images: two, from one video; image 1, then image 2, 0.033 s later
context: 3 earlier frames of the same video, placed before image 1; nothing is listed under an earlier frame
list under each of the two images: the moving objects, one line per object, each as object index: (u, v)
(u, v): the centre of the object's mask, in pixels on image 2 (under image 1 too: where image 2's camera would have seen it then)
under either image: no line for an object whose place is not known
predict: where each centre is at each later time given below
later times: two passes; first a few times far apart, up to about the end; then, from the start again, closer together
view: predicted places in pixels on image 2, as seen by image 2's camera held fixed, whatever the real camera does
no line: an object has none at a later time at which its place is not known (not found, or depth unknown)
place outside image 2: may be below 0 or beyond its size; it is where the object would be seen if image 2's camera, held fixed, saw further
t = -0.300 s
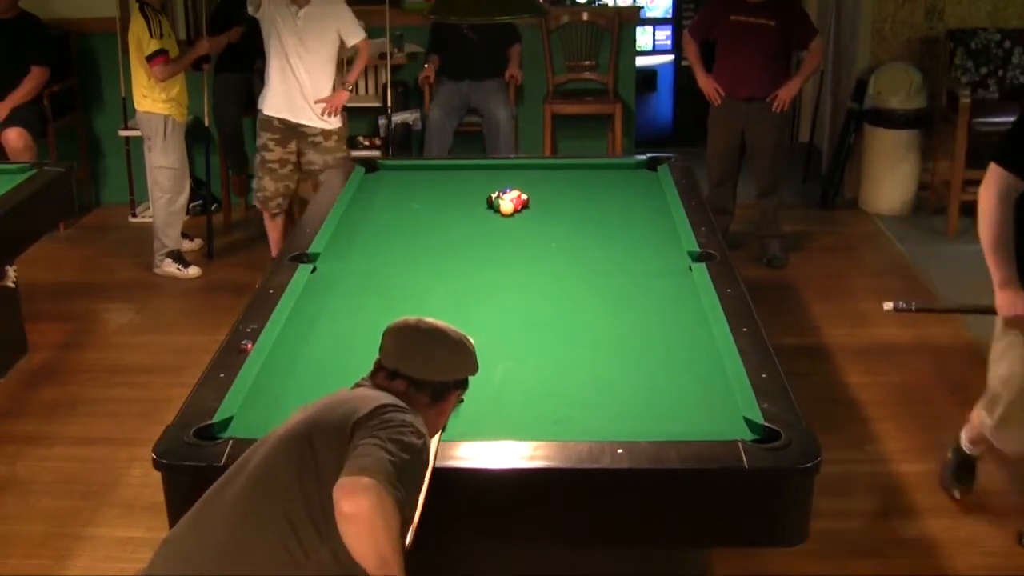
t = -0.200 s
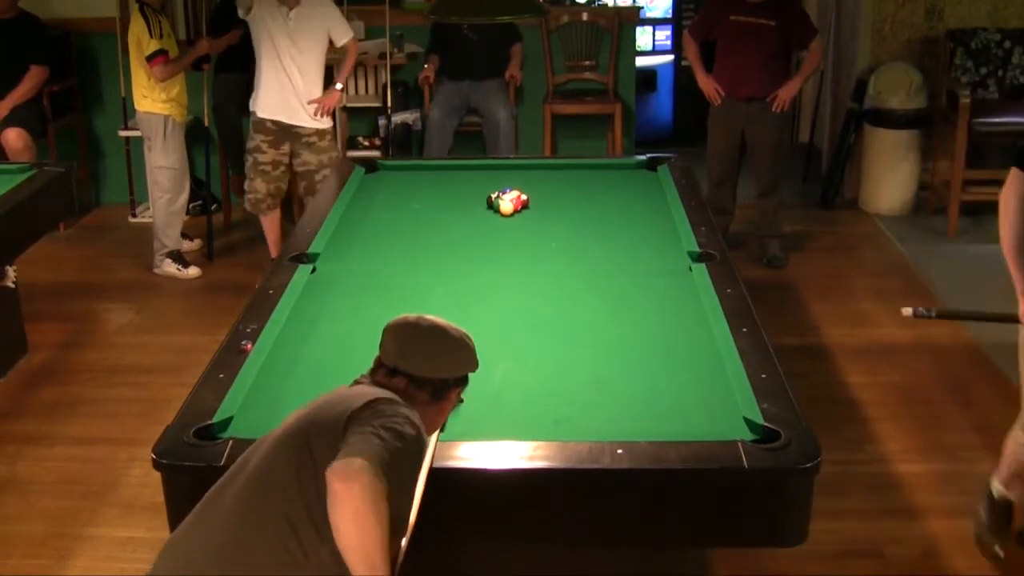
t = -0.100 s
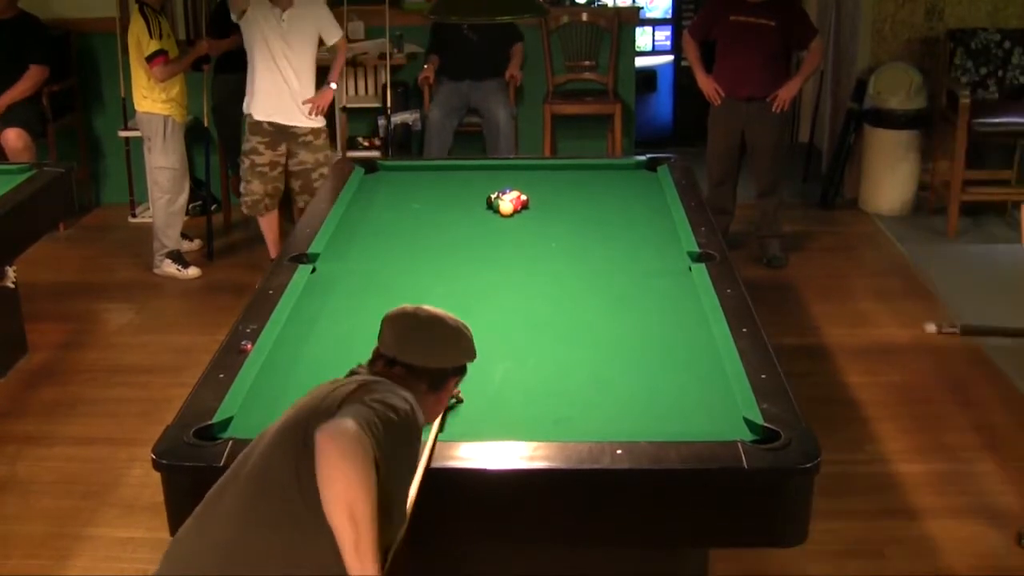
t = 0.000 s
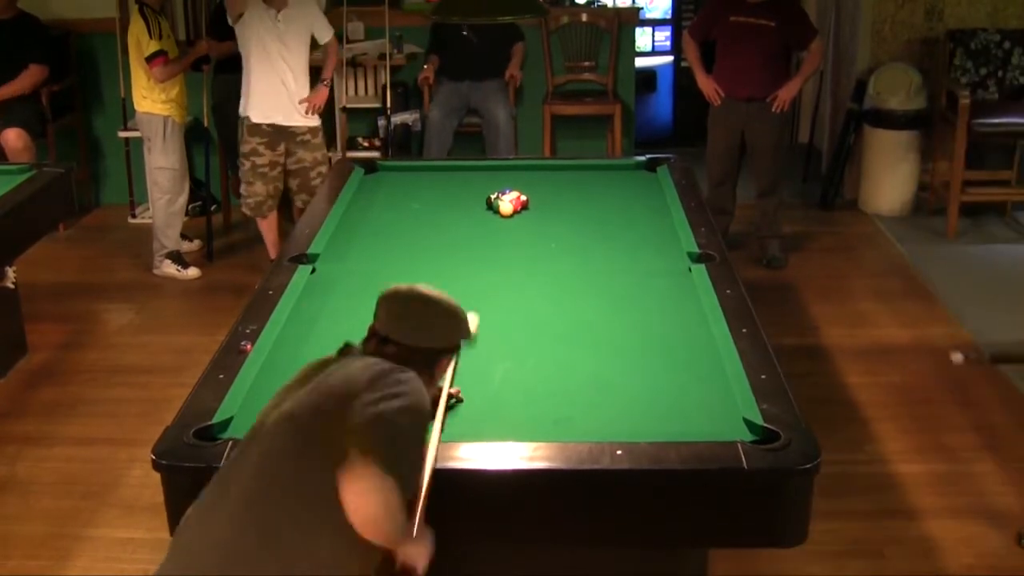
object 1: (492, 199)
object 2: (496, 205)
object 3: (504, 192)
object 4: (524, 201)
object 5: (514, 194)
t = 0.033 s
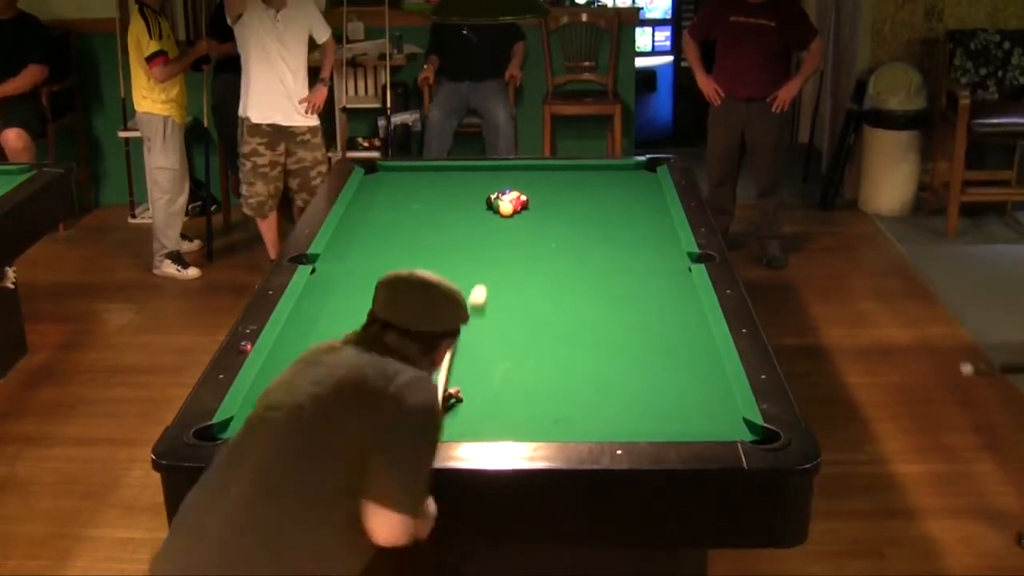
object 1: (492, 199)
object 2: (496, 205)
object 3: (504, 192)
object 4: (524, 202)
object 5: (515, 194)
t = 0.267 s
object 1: (476, 192)
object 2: (495, 207)
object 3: (521, 181)
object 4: (595, 186)
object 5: (515, 190)
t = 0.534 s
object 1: (429, 178)
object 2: (486, 209)
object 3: (535, 175)
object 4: (584, 169)
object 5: (515, 174)
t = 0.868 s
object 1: (371, 171)
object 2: (476, 211)
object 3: (539, 192)
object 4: (495, 180)
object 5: (514, 174)
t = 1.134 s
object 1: (391, 169)
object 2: (470, 213)
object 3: (543, 206)
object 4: (426, 189)
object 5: (527, 184)
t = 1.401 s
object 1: (404, 168)
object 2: (464, 214)
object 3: (546, 220)
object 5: (550, 196)
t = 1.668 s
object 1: (415, 170)
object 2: (458, 215)
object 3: (549, 236)
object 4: (389, 210)
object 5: (573, 209)
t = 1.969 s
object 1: (427, 171)
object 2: (454, 216)
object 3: (554, 254)
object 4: (423, 224)
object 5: (600, 224)
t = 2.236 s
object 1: (437, 171)
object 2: (451, 217)
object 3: (558, 270)
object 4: (455, 237)
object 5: (625, 239)
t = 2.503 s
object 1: (444, 172)
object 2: (449, 217)
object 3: (562, 288)
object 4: (488, 250)
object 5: (651, 253)
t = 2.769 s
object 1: (451, 173)
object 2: (450, 217)
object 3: (566, 306)
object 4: (522, 264)
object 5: (659, 266)
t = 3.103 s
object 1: (459, 173)
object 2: (450, 216)
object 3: (572, 330)
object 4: (566, 283)
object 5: (655, 280)
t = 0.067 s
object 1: (492, 199)
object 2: (496, 205)
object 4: (524, 201)
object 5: (515, 194)
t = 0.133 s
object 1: (491, 199)
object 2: (496, 205)
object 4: (524, 201)
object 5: (514, 194)
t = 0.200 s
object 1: (491, 196)
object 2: (495, 202)
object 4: (548, 196)
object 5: (515, 194)
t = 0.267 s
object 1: (476, 192)
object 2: (495, 207)
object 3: (521, 181)
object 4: (595, 186)
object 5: (515, 190)
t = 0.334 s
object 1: (463, 189)
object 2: (492, 207)
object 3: (528, 175)
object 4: (636, 176)
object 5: (515, 186)
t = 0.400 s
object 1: (452, 185)
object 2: (490, 208)
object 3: (533, 169)
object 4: (635, 171)
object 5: (515, 182)
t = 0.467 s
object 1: (440, 183)
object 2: (488, 208)
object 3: (536, 171)
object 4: (606, 167)
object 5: (515, 178)
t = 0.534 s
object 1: (429, 178)
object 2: (486, 209)
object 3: (535, 175)
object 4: (584, 169)
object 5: (515, 174)
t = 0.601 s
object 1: (417, 175)
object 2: (484, 210)
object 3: (536, 178)
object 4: (565, 172)
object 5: (515, 170)
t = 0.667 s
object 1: (407, 172)
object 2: (482, 210)
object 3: (537, 181)
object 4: (547, 173)
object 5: (515, 167)
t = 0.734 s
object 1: (396, 170)
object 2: (480, 210)
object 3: (538, 185)
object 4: (530, 175)
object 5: (515, 169)
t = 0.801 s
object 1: (384, 168)
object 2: (478, 211)
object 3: (539, 189)
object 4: (513, 179)
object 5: (515, 170)
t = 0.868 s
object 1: (371, 171)
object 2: (476, 211)
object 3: (539, 192)
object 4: (495, 180)
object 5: (514, 174)
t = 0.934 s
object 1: (372, 170)
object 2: (474, 211)
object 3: (540, 195)
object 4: (478, 182)
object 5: (514, 175)
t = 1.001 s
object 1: (381, 169)
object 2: (473, 212)
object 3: (541, 199)
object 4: (461, 185)
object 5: (516, 178)
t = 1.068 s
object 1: (388, 169)
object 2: (471, 213)
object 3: (542, 202)
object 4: (444, 187)
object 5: (522, 180)
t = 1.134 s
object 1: (391, 169)
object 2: (470, 213)
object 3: (543, 206)
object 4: (426, 189)
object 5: (527, 184)
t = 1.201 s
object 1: (394, 168)
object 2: (468, 213)
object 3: (543, 210)
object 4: (409, 191)
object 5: (533, 187)
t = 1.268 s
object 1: (397, 168)
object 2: (466, 213)
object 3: (544, 213)
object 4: (391, 193)
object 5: (538, 190)
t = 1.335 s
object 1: (401, 169)
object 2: (465, 214)
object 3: (545, 216)
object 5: (544, 193)
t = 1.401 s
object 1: (404, 168)
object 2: (464, 214)
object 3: (546, 220)
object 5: (550, 196)
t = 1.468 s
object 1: (407, 169)
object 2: (463, 214)
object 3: (547, 225)
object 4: (371, 201)
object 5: (555, 199)
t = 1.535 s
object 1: (410, 169)
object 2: (461, 215)
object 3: (547, 228)
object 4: (375, 204)
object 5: (561, 203)
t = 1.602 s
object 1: (413, 170)
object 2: (459, 215)
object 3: (548, 232)
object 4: (382, 207)
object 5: (567, 206)
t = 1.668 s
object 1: (415, 170)
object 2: (458, 215)
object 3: (549, 236)
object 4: (389, 210)
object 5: (573, 209)
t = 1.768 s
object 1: (419, 170)
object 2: (457, 215)
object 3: (551, 242)
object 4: (400, 214)
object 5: (582, 214)
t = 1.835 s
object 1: (422, 171)
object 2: (456, 216)
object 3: (552, 246)
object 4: (408, 218)
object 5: (588, 218)
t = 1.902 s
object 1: (424, 171)
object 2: (455, 216)
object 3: (553, 250)
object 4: (416, 220)
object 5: (594, 221)
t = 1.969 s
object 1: (427, 171)
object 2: (454, 216)
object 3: (554, 254)
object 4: (423, 224)
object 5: (600, 224)
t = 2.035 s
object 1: (430, 171)
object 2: (453, 216)
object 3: (554, 258)
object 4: (431, 227)
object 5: (606, 228)
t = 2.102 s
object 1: (432, 171)
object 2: (452, 217)
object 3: (556, 262)
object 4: (439, 231)
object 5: (612, 231)
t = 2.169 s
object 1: (434, 171)
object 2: (452, 217)
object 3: (557, 266)
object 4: (447, 234)
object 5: (619, 235)
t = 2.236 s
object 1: (437, 171)
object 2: (451, 217)
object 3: (558, 270)
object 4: (455, 237)
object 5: (625, 239)
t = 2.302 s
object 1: (439, 172)
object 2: (451, 217)
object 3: (559, 274)
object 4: (463, 241)
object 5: (631, 242)
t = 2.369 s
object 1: (441, 172)
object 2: (450, 217)
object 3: (560, 279)
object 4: (471, 244)
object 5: (638, 246)
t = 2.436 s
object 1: (443, 171)
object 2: (450, 217)
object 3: (561, 283)
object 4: (480, 247)
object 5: (644, 249)
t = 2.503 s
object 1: (444, 172)
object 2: (449, 217)
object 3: (562, 288)
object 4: (488, 250)
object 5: (651, 253)
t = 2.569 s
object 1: (447, 172)
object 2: (450, 217)
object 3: (563, 292)
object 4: (496, 253)
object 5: (658, 257)
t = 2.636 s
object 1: (448, 172)
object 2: (449, 217)
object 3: (565, 297)
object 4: (505, 257)
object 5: (662, 260)
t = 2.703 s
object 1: (450, 173)
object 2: (449, 217)
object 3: (566, 301)
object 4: (513, 261)
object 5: (660, 263)
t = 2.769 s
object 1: (451, 173)
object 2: (450, 217)
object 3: (566, 306)
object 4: (522, 264)
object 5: (659, 266)
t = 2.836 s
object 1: (453, 173)
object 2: (450, 217)
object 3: (568, 311)
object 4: (530, 268)
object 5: (658, 269)
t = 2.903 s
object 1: (455, 172)
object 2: (450, 217)
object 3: (569, 315)
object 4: (539, 271)
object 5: (657, 271)
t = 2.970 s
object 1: (456, 173)
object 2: (450, 217)
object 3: (570, 320)
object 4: (548, 275)
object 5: (656, 274)
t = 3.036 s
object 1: (458, 173)
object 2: (450, 216)
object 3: (571, 325)
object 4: (557, 279)
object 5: (655, 277)
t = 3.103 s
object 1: (459, 173)
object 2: (450, 216)
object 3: (572, 330)
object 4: (566, 283)
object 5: (655, 280)
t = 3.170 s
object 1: (460, 173)
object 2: (449, 217)
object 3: (574, 335)
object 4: (575, 287)
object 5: (653, 283)
